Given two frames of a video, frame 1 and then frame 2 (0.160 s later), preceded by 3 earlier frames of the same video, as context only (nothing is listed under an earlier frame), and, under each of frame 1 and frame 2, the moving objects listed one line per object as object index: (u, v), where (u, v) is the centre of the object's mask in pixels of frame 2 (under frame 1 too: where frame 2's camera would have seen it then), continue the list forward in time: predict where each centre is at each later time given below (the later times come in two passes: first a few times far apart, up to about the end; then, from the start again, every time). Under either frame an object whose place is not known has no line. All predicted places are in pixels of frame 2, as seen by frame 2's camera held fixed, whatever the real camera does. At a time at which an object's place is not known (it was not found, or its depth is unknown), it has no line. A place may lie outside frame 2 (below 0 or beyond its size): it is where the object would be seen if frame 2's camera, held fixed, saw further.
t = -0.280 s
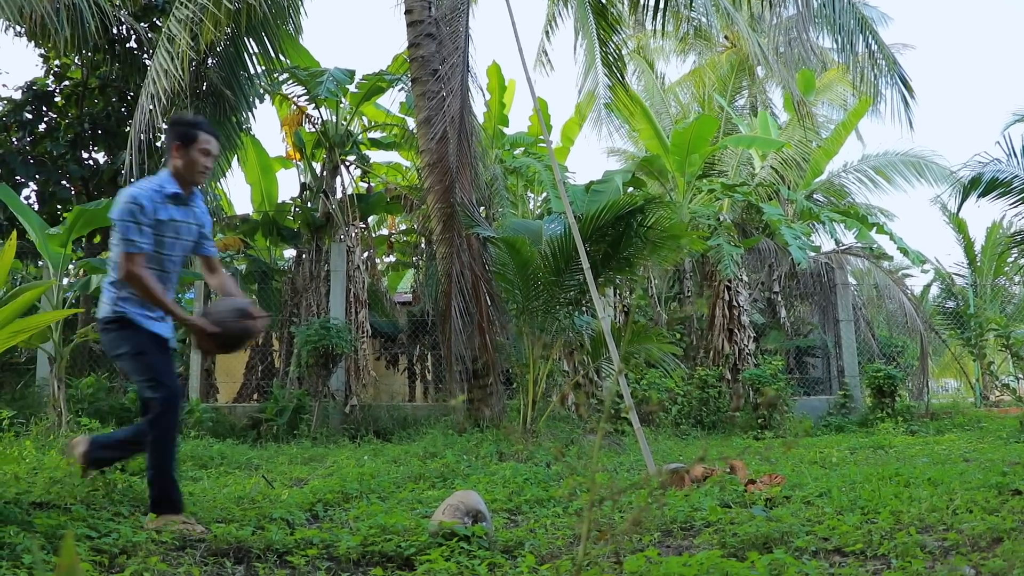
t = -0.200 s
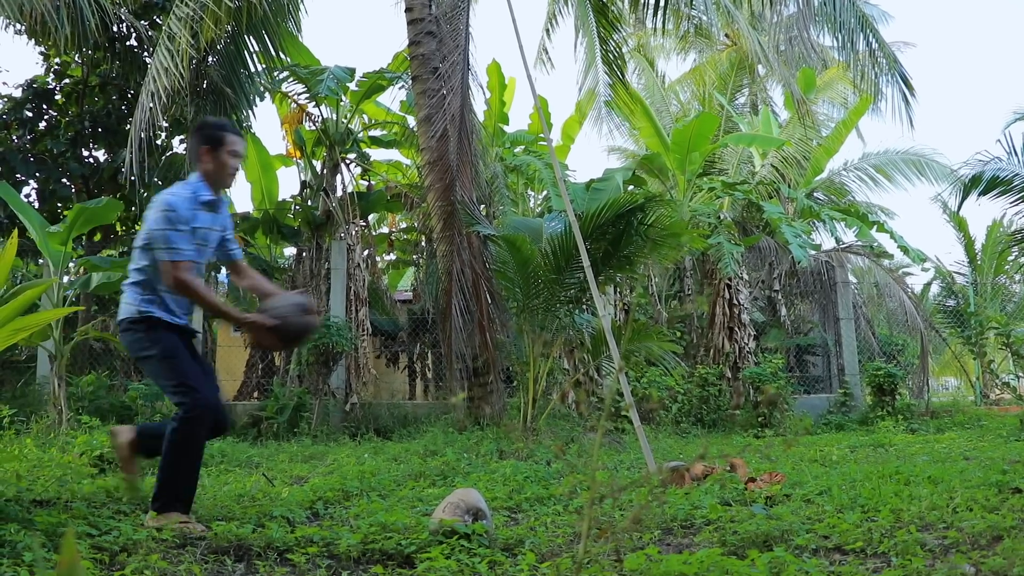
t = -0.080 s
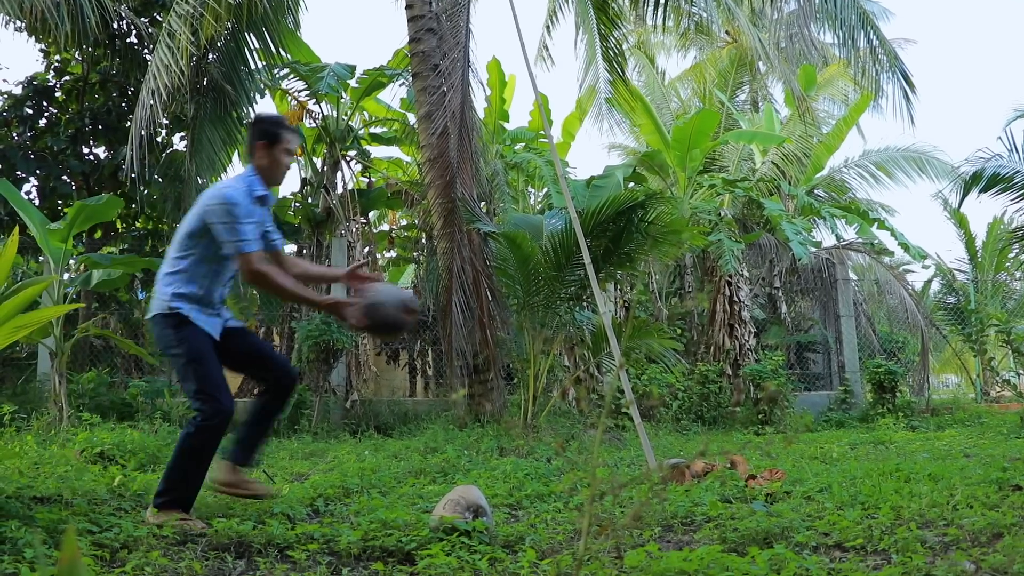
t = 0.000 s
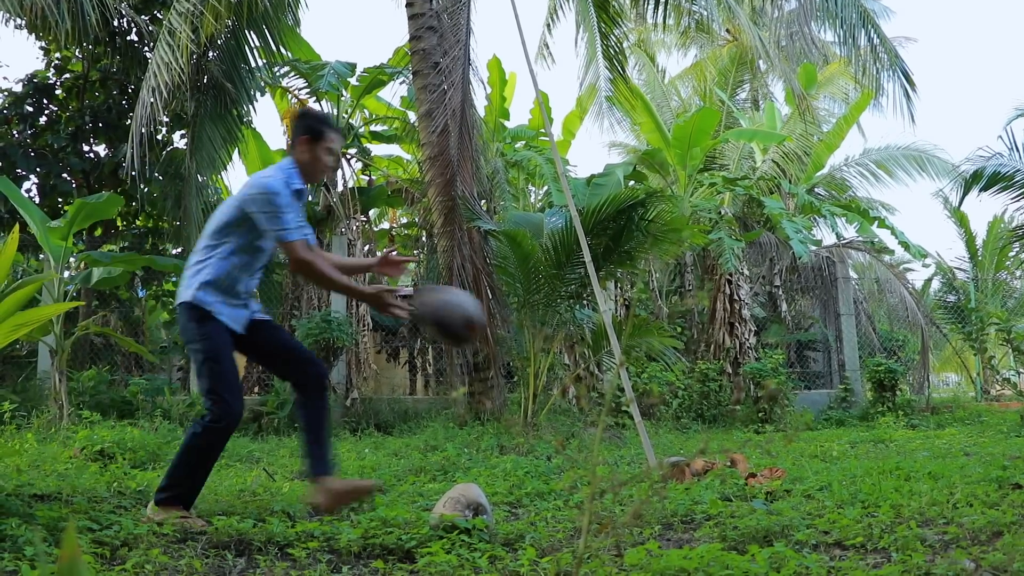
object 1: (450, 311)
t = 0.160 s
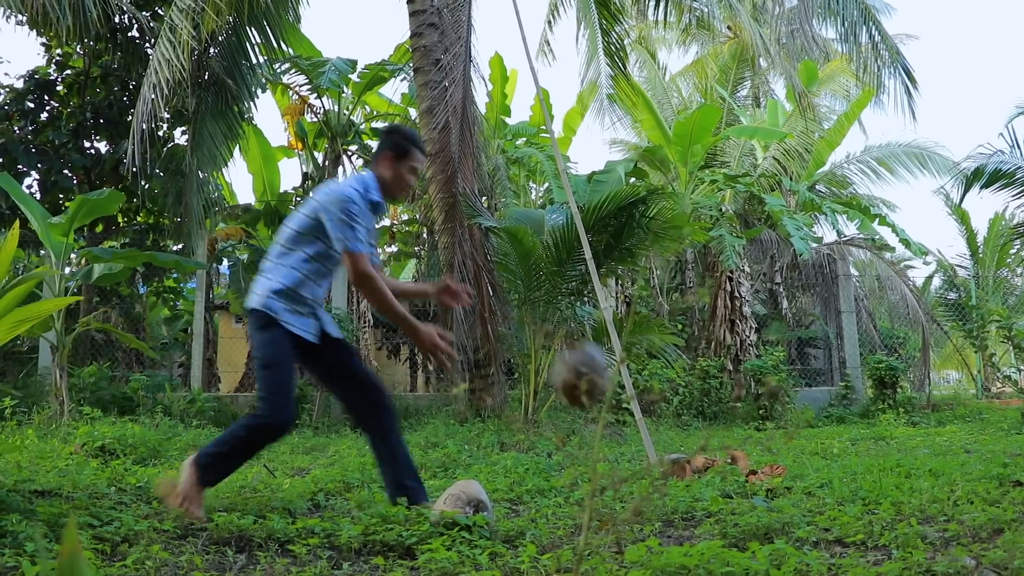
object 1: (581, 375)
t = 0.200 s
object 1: (613, 399)
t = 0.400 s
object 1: (758, 467)
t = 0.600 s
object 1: (862, 466)
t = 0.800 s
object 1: (932, 462)
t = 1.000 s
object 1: (978, 468)
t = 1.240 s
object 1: (996, 466)
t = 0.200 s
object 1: (613, 399)
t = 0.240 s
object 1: (645, 427)
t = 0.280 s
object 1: (679, 460)
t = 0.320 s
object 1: (712, 482)
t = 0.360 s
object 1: (734, 475)
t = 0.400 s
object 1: (758, 467)
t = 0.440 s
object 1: (782, 463)
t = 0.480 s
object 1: (806, 466)
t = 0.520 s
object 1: (825, 470)
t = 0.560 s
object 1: (845, 470)
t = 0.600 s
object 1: (862, 466)
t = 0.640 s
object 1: (880, 465)
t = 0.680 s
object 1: (897, 467)
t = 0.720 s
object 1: (913, 469)
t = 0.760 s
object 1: (923, 466)
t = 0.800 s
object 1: (932, 462)
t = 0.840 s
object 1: (942, 460)
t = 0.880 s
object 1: (952, 462)
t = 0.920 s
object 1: (964, 466)
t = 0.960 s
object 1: (973, 468)
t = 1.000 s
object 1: (978, 468)
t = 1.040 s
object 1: (984, 468)
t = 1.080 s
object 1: (988, 468)
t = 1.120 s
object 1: (990, 467)
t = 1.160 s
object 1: (993, 467)
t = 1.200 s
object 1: (995, 466)
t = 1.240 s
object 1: (996, 466)
